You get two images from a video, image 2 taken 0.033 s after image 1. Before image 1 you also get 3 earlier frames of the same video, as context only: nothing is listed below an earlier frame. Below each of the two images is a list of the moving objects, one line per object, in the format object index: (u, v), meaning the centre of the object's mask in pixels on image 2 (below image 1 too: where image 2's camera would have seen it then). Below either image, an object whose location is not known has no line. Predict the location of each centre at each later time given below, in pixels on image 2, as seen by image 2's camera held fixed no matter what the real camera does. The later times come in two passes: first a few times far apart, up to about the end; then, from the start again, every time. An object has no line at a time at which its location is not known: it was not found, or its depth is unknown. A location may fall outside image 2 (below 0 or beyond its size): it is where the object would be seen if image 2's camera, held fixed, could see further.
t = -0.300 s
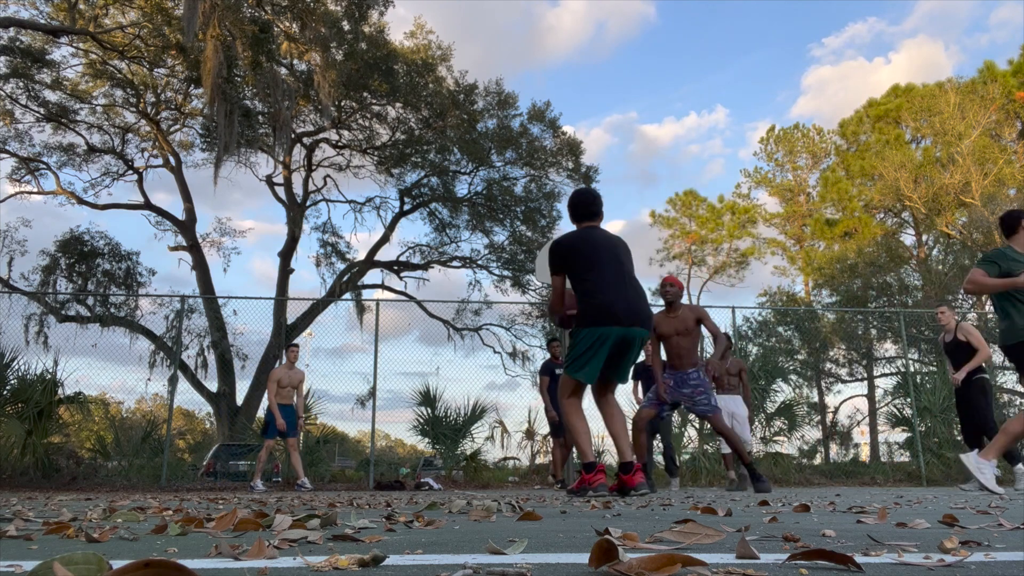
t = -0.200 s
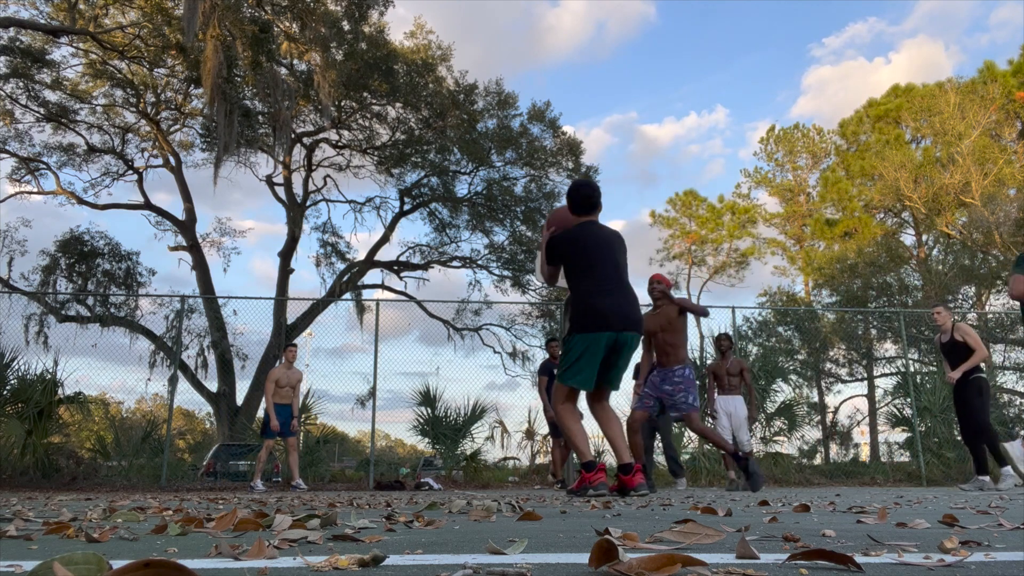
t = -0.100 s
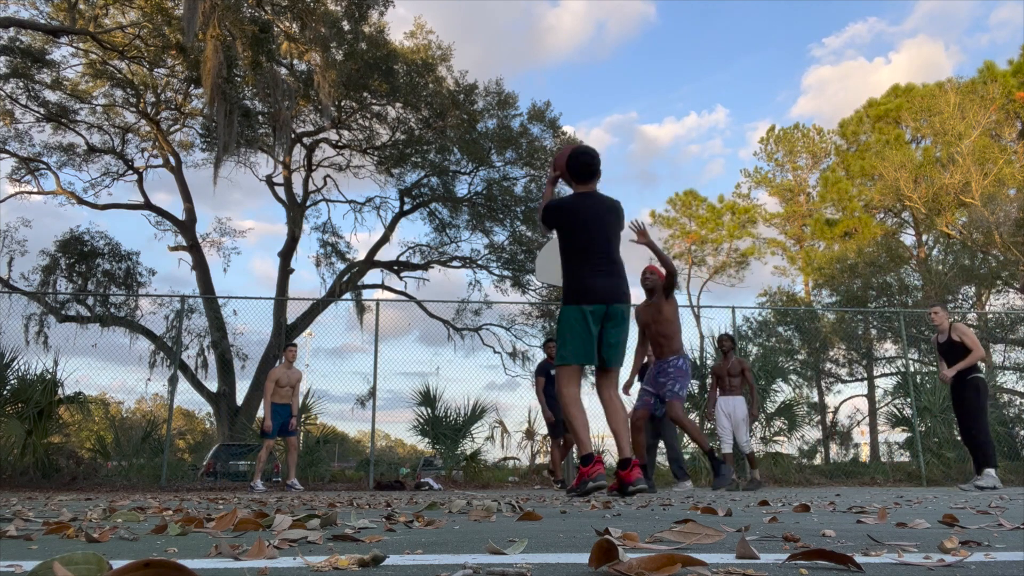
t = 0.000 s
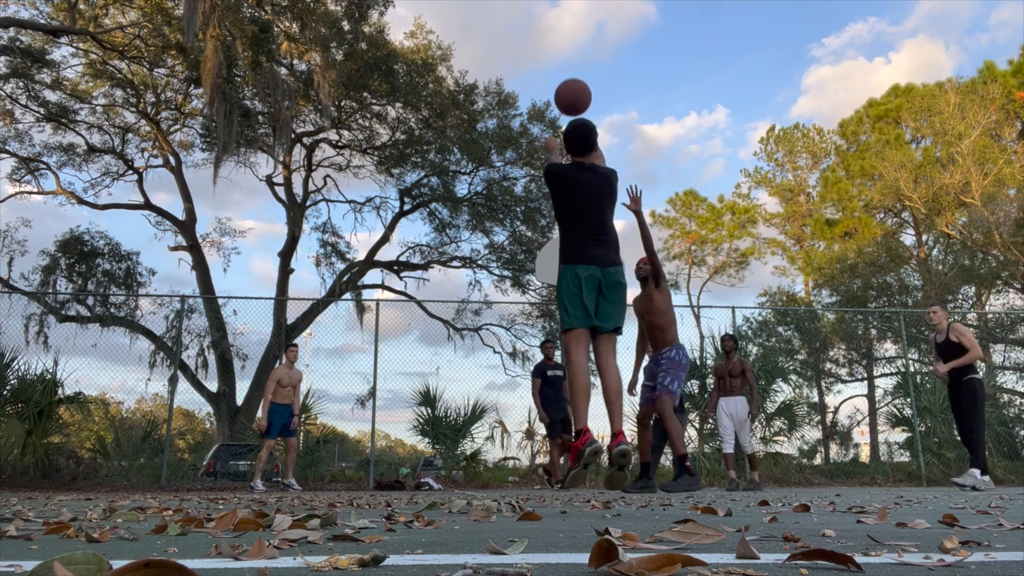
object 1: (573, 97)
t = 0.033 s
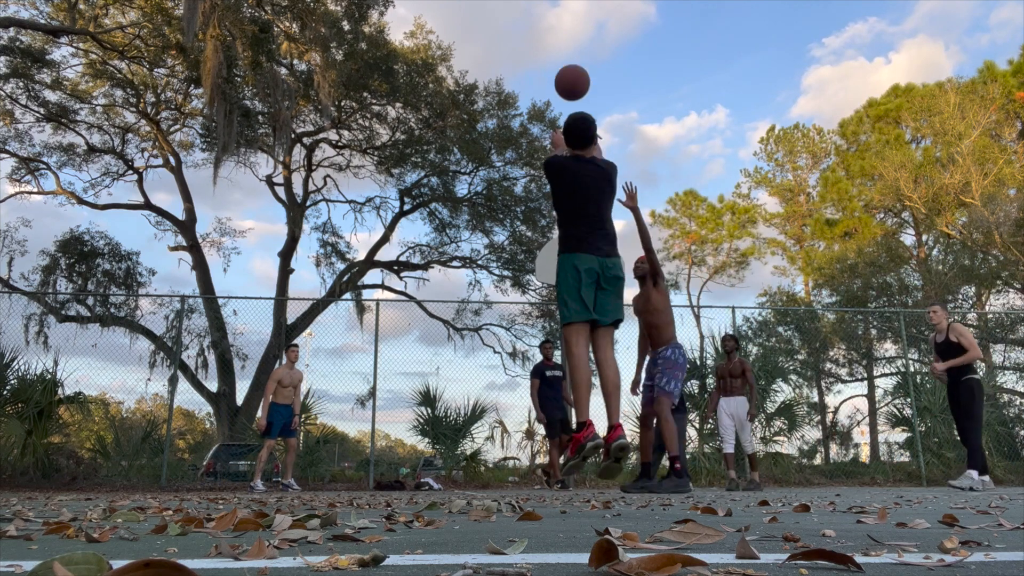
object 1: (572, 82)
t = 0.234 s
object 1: (569, 42)
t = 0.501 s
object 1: (571, 58)
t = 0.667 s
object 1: (573, 92)
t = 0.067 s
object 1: (571, 70)
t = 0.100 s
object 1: (571, 61)
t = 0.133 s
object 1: (570, 54)
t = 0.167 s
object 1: (570, 49)
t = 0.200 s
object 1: (569, 45)
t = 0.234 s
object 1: (569, 42)
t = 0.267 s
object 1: (569, 41)
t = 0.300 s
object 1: (569, 41)
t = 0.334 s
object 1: (569, 41)
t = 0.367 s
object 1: (569, 43)
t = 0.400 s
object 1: (570, 46)
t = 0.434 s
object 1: (570, 49)
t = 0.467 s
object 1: (570, 53)
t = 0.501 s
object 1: (571, 58)
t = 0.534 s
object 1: (571, 63)
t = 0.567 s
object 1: (571, 70)
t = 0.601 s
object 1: (572, 76)
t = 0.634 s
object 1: (572, 84)
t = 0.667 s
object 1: (573, 92)
